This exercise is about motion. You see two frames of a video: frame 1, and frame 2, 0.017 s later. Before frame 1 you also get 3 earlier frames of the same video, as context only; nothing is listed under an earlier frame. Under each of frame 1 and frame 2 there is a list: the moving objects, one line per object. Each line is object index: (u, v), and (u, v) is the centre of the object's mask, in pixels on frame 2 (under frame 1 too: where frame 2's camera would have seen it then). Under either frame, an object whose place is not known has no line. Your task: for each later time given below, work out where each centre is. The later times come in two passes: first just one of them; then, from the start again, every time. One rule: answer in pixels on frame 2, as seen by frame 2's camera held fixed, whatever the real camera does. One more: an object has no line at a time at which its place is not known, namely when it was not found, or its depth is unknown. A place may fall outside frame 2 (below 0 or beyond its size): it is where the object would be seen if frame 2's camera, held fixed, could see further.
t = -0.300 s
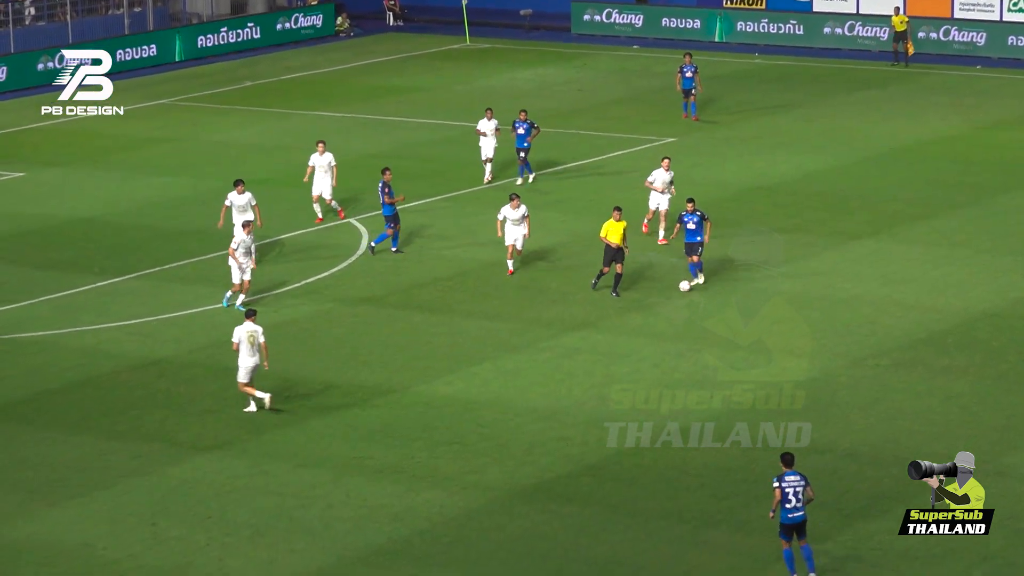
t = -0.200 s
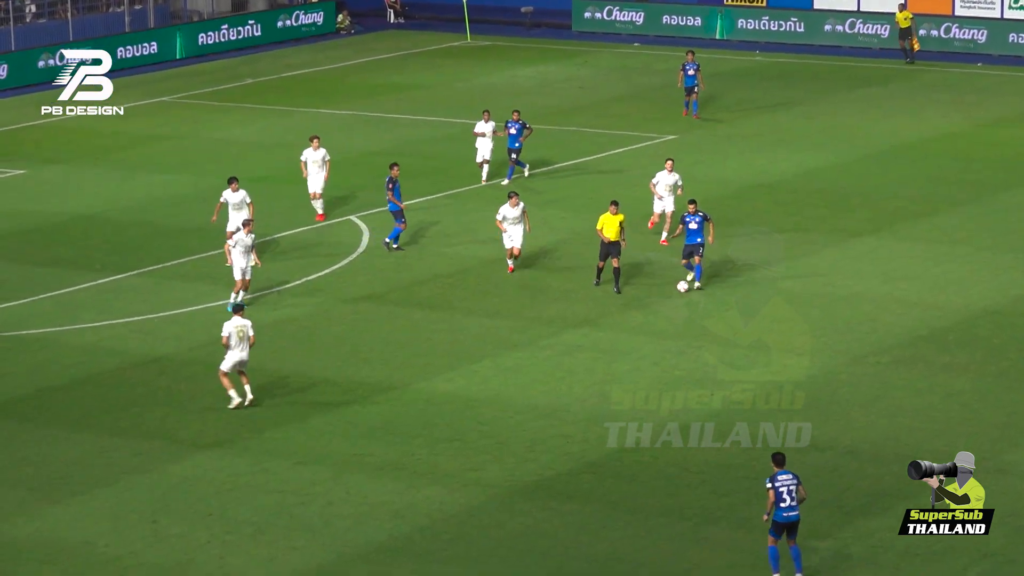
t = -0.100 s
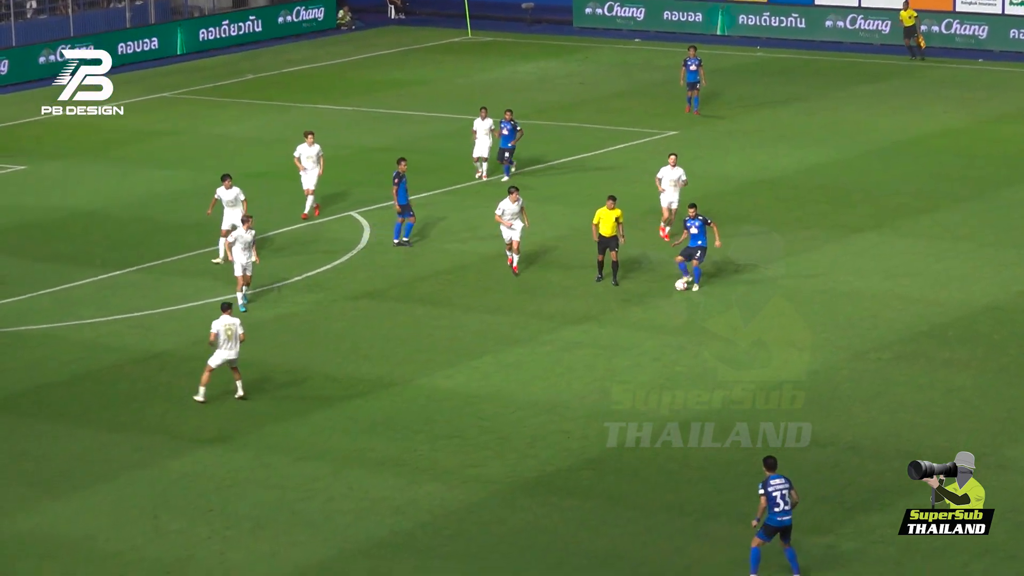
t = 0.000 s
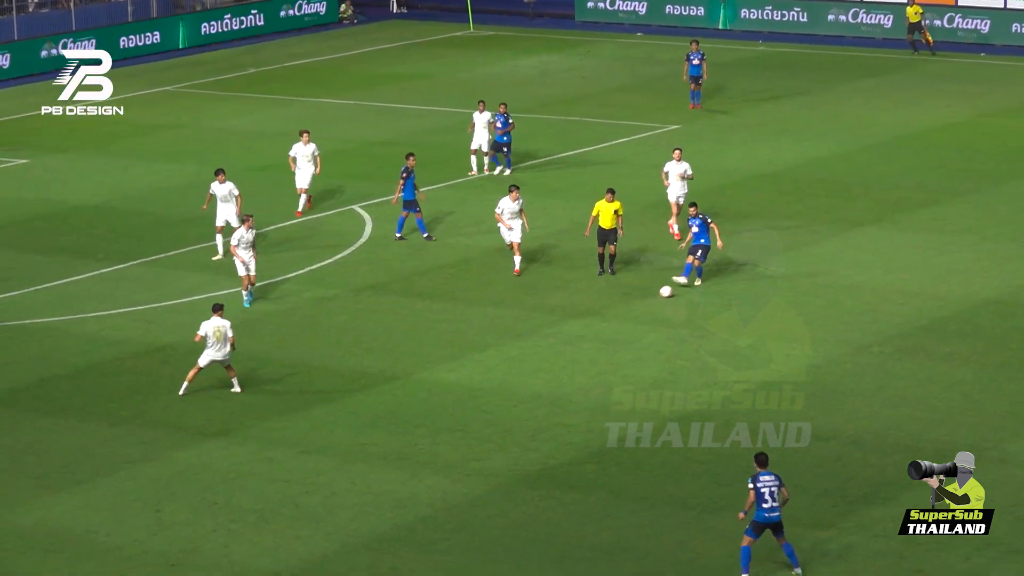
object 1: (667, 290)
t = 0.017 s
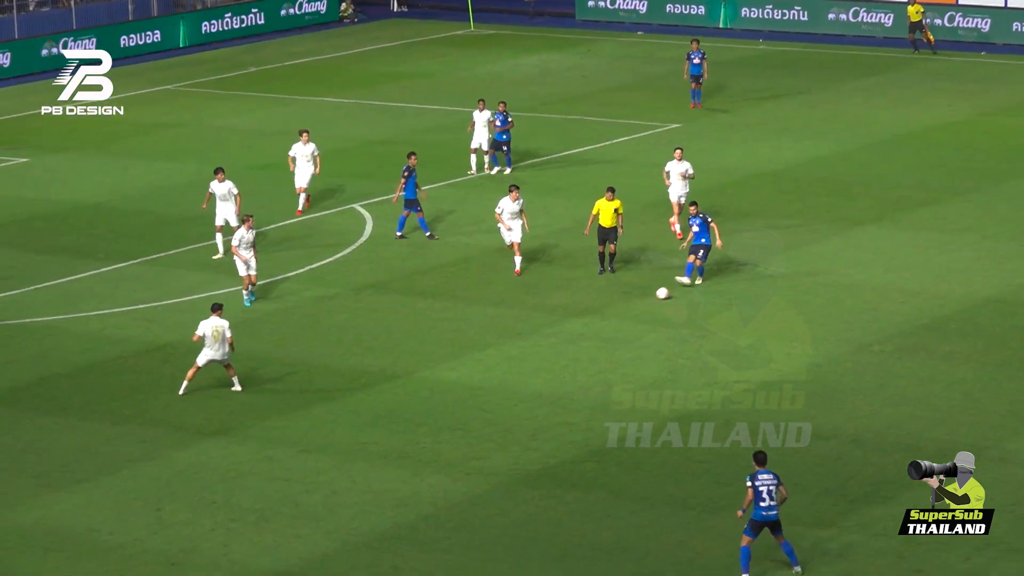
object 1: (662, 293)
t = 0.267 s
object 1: (599, 338)
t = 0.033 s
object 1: (658, 296)
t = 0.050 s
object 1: (654, 299)
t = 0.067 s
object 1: (650, 302)
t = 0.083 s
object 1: (646, 305)
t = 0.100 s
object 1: (642, 309)
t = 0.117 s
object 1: (637, 312)
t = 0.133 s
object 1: (633, 315)
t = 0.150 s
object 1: (629, 318)
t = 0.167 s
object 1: (624, 321)
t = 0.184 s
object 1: (620, 323)
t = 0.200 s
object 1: (616, 326)
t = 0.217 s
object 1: (612, 329)
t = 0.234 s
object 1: (607, 331)
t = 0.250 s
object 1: (603, 335)
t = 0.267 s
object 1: (599, 338)
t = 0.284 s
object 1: (595, 341)
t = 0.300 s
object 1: (590, 345)
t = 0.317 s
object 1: (586, 349)
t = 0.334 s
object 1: (581, 352)
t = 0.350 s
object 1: (576, 356)
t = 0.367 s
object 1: (572, 359)
